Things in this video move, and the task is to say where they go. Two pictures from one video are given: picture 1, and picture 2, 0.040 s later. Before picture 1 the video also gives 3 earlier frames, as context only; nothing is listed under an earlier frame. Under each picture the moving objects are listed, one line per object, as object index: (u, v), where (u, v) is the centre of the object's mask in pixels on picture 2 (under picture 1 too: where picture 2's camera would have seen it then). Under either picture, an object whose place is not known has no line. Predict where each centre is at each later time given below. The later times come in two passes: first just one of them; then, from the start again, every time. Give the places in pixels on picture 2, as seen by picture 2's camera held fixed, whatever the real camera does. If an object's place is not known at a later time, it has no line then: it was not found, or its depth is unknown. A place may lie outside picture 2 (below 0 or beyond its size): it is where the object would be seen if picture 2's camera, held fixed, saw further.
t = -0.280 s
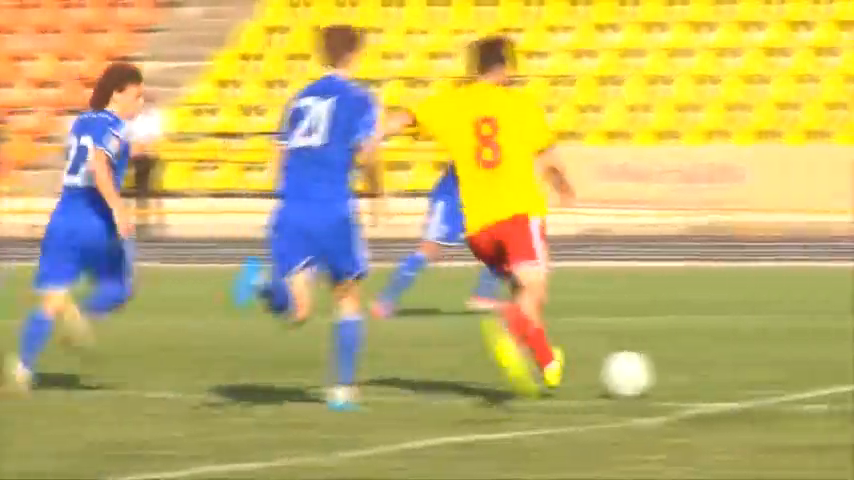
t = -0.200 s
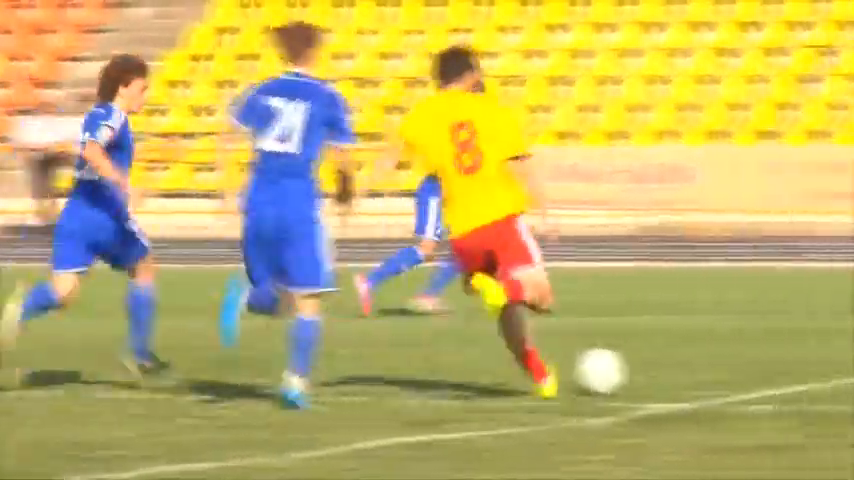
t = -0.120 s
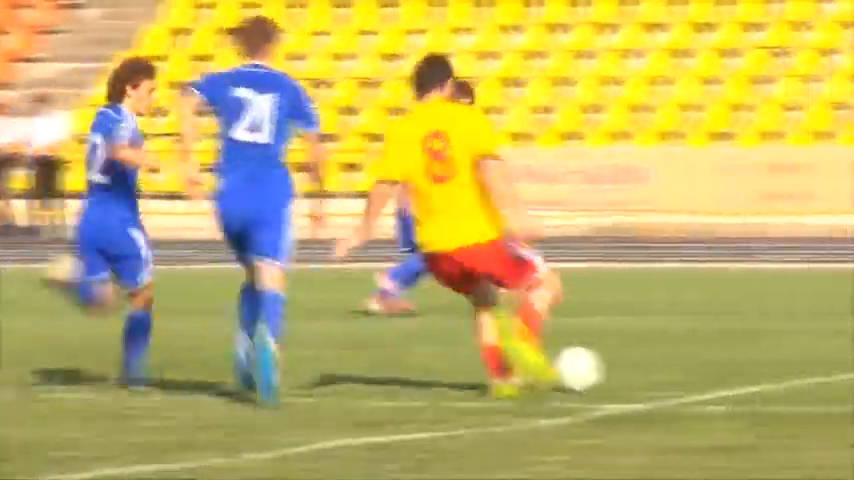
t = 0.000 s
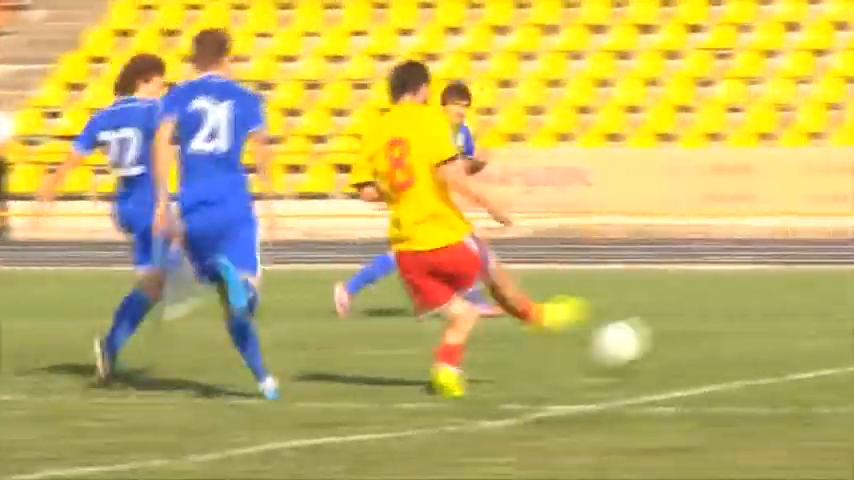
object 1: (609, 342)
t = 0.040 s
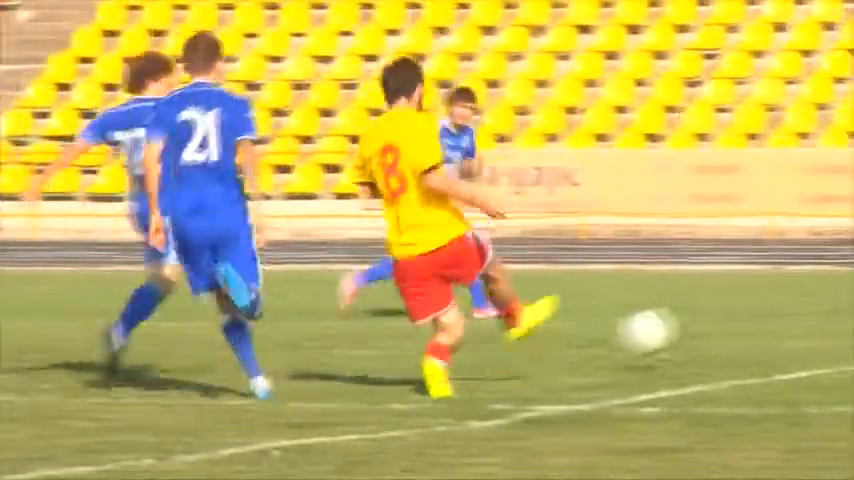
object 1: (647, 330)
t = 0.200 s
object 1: (780, 336)
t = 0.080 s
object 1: (683, 326)
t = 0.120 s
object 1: (717, 327)
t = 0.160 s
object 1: (750, 332)
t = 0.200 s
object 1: (780, 336)
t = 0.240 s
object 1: (805, 323)
